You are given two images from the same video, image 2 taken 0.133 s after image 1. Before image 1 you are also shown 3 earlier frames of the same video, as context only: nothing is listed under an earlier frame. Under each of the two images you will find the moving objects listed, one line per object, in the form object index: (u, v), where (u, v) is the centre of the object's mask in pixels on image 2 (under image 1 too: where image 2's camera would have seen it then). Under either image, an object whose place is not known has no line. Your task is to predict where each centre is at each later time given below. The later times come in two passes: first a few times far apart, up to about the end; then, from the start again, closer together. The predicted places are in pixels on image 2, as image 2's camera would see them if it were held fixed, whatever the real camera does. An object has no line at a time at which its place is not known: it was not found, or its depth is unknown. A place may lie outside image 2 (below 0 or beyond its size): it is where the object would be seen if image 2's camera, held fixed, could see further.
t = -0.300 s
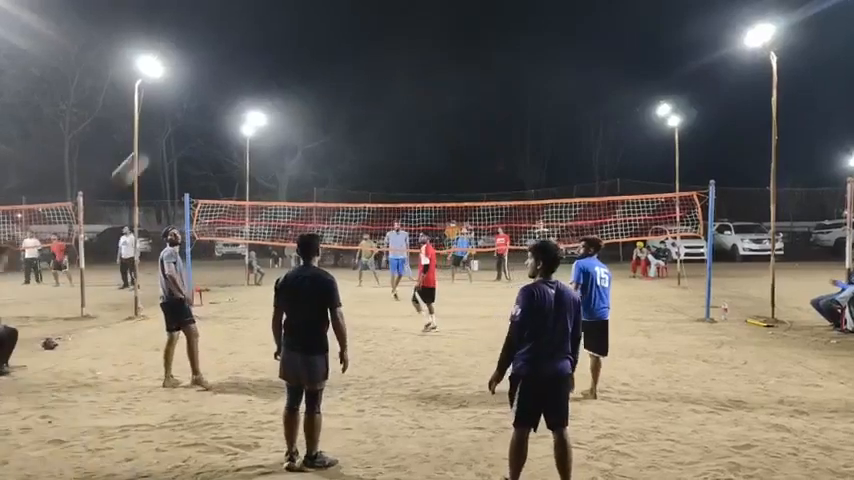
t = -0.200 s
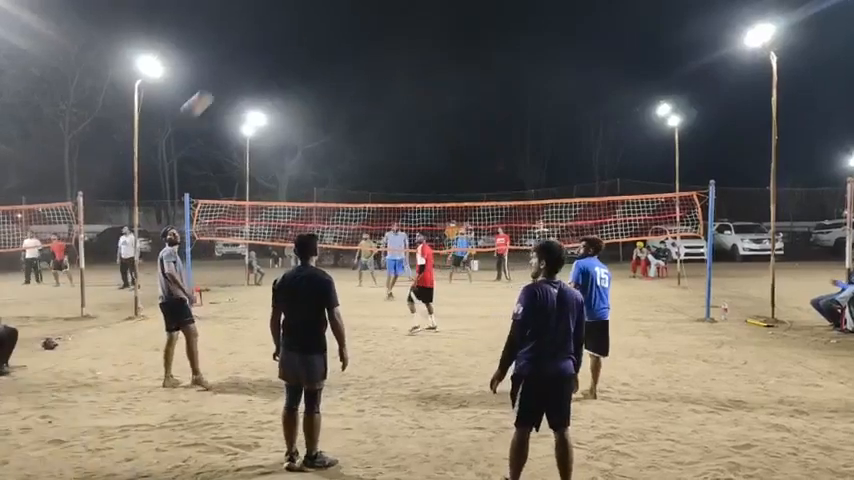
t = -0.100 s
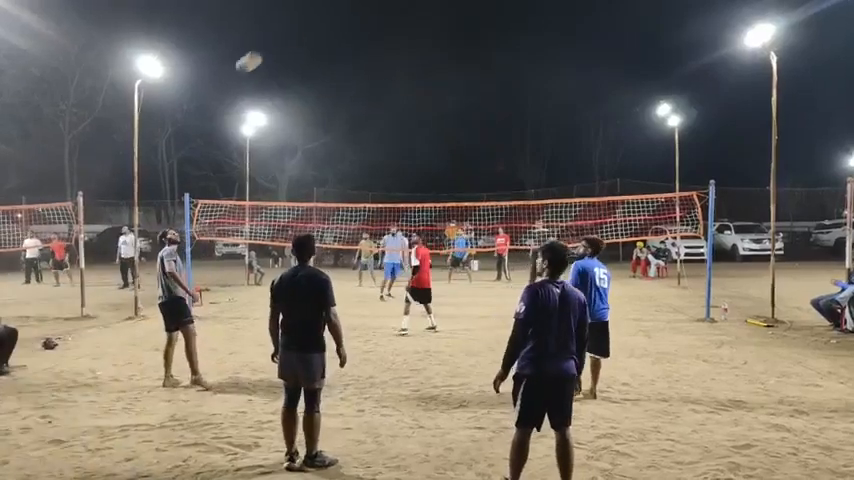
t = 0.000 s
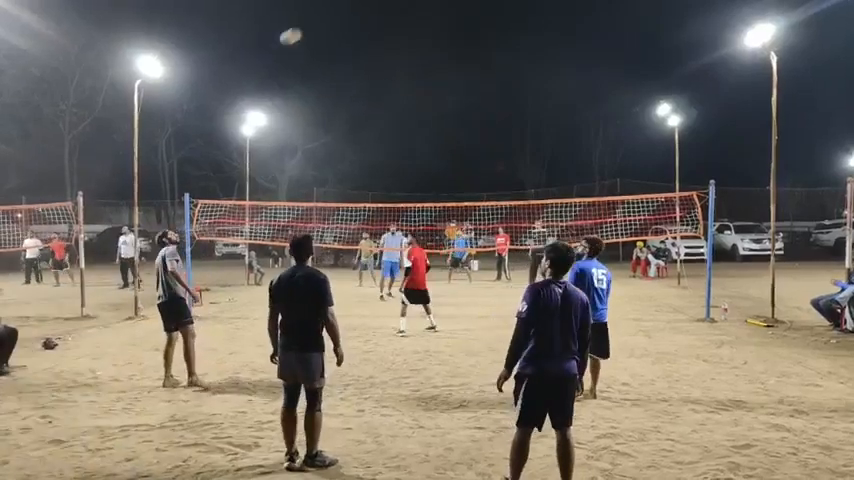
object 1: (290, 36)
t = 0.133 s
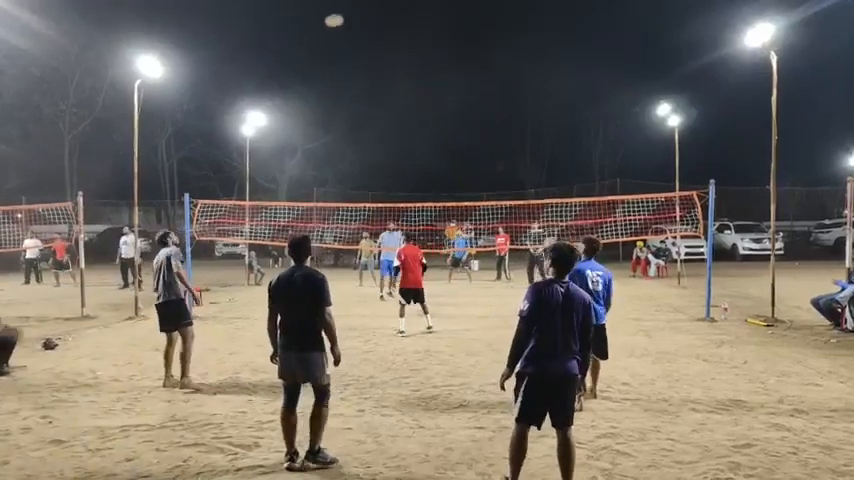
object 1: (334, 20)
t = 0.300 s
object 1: (377, 20)
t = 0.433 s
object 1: (404, 30)
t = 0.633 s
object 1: (436, 58)
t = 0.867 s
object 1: (464, 105)
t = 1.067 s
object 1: (481, 153)
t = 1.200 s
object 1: (490, 187)
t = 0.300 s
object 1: (377, 20)
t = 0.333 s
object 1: (384, 22)
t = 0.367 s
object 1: (391, 24)
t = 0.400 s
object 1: (397, 27)
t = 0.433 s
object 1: (404, 30)
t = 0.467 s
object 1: (409, 34)
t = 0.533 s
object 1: (421, 42)
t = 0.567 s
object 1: (426, 47)
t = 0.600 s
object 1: (431, 53)
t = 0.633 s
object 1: (436, 58)
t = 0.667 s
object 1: (440, 64)
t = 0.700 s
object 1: (444, 70)
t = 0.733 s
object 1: (449, 77)
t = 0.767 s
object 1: (453, 83)
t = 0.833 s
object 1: (460, 98)
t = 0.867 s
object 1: (464, 105)
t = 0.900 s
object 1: (467, 113)
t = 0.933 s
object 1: (470, 121)
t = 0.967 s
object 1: (473, 129)
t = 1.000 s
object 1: (475, 136)
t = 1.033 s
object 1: (478, 145)
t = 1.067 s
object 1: (481, 153)
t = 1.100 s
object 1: (484, 162)
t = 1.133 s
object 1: (486, 170)
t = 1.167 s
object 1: (488, 179)
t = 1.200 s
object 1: (490, 187)
